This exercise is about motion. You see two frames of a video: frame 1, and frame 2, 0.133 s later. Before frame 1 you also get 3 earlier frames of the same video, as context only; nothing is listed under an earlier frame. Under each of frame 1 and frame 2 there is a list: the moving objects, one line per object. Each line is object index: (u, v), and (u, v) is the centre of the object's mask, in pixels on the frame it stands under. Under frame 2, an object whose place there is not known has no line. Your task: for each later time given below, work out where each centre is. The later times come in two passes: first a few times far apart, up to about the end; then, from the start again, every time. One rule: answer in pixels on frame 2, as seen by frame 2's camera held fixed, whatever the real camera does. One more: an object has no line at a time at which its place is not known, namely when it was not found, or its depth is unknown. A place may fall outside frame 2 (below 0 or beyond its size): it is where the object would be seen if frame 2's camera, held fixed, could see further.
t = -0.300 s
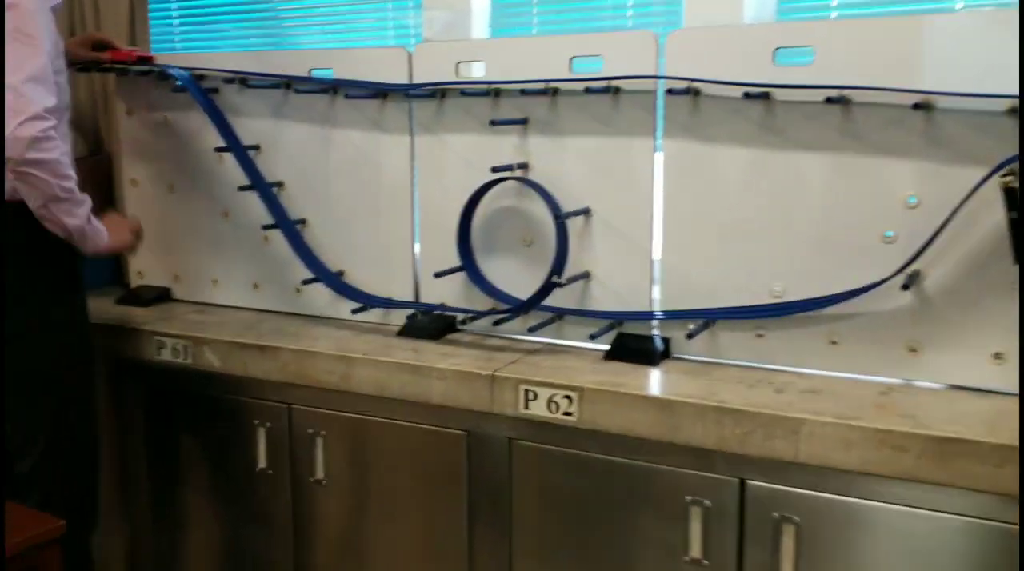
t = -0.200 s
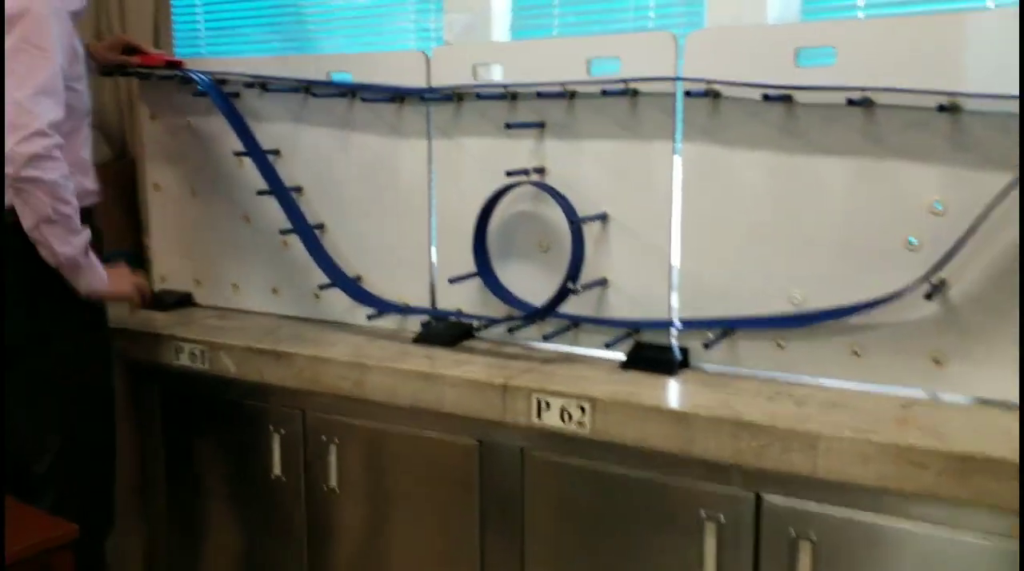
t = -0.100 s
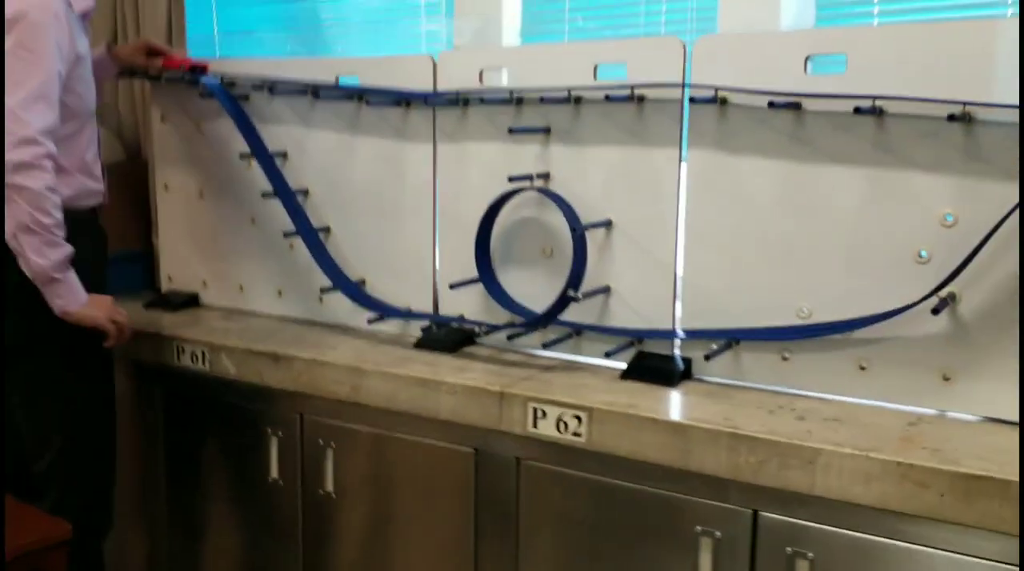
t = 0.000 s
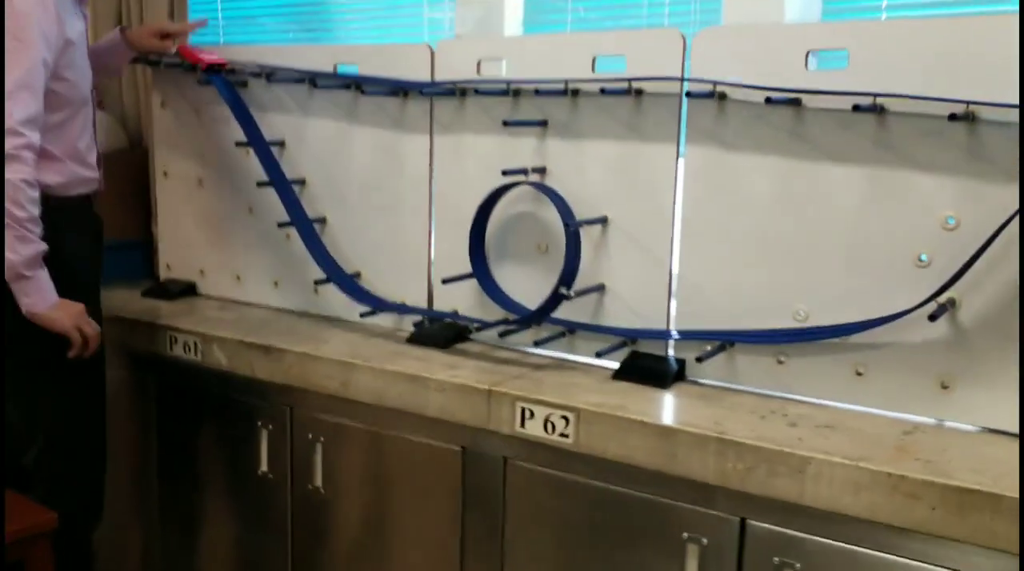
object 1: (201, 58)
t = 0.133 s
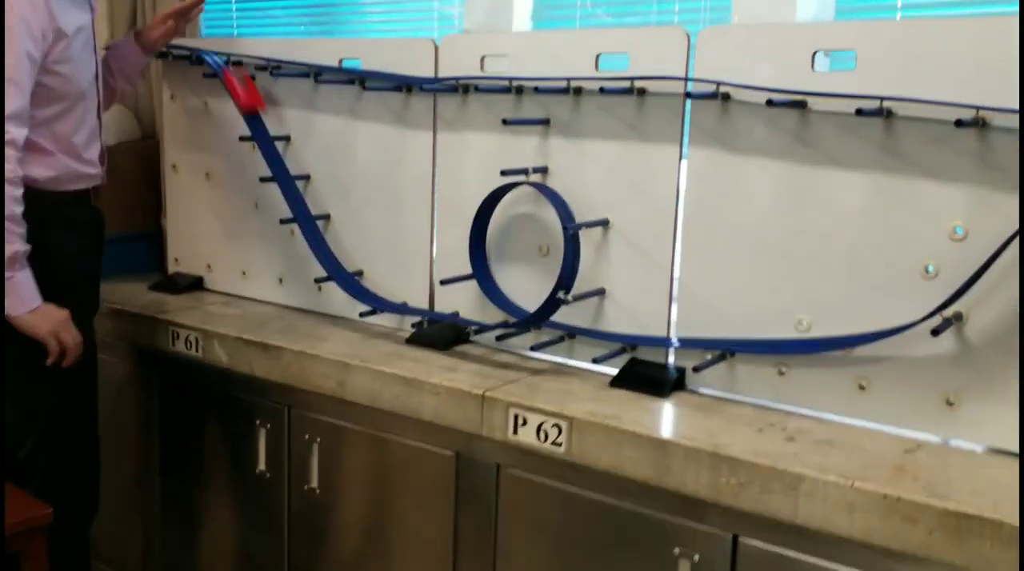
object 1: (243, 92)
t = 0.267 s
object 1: (302, 202)
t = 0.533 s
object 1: (552, 261)
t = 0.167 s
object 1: (254, 111)
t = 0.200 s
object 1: (268, 138)
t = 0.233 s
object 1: (284, 166)
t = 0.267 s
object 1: (302, 202)
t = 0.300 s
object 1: (321, 239)
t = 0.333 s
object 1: (348, 274)
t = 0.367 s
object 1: (381, 296)
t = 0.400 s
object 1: (419, 305)
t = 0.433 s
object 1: (455, 312)
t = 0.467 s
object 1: (492, 316)
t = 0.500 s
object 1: (530, 304)
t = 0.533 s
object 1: (552, 261)
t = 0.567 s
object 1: (547, 222)
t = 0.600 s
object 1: (531, 199)
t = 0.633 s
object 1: (513, 196)
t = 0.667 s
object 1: (495, 214)
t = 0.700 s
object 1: (488, 247)
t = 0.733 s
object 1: (501, 285)
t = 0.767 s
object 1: (522, 306)
